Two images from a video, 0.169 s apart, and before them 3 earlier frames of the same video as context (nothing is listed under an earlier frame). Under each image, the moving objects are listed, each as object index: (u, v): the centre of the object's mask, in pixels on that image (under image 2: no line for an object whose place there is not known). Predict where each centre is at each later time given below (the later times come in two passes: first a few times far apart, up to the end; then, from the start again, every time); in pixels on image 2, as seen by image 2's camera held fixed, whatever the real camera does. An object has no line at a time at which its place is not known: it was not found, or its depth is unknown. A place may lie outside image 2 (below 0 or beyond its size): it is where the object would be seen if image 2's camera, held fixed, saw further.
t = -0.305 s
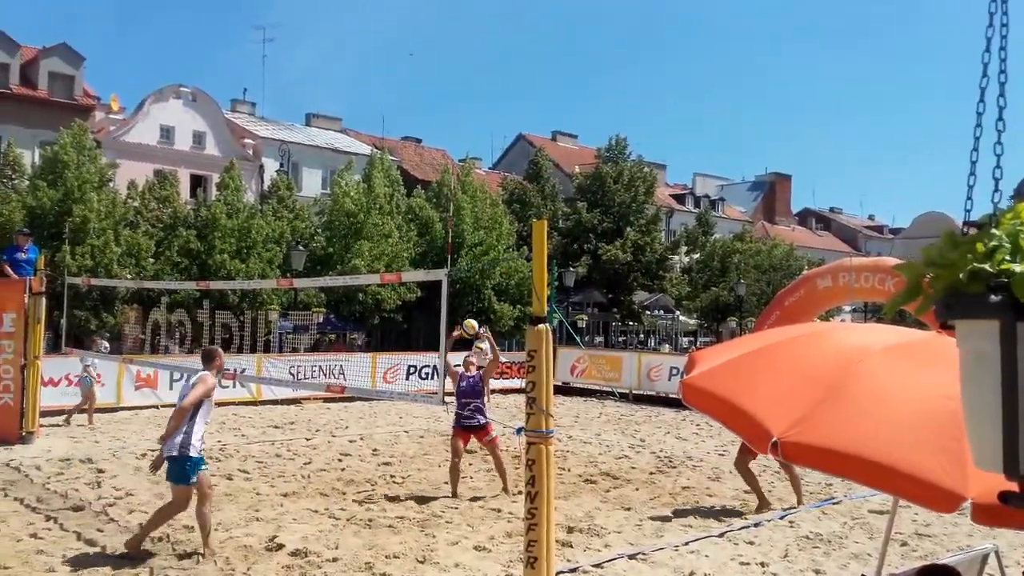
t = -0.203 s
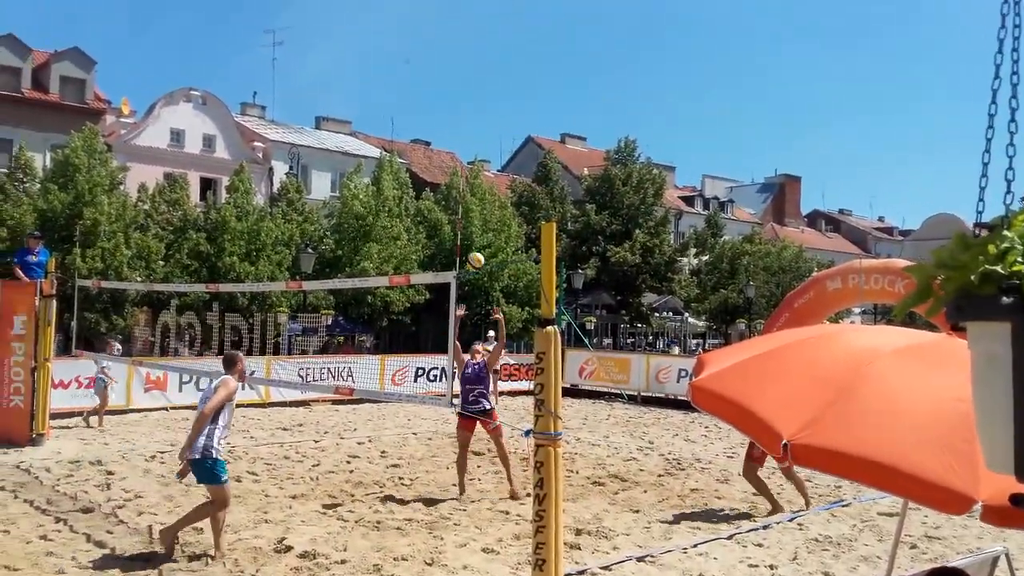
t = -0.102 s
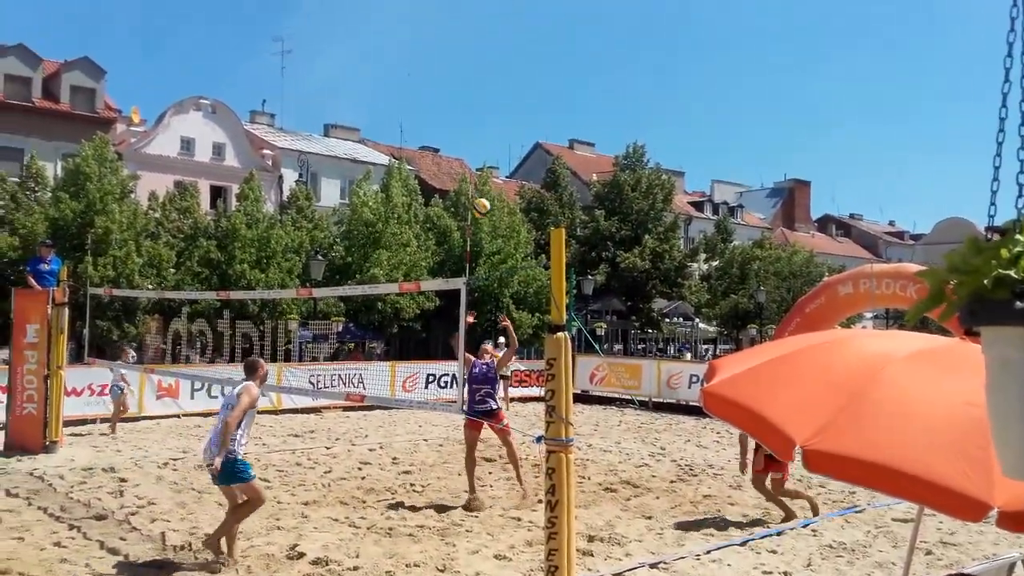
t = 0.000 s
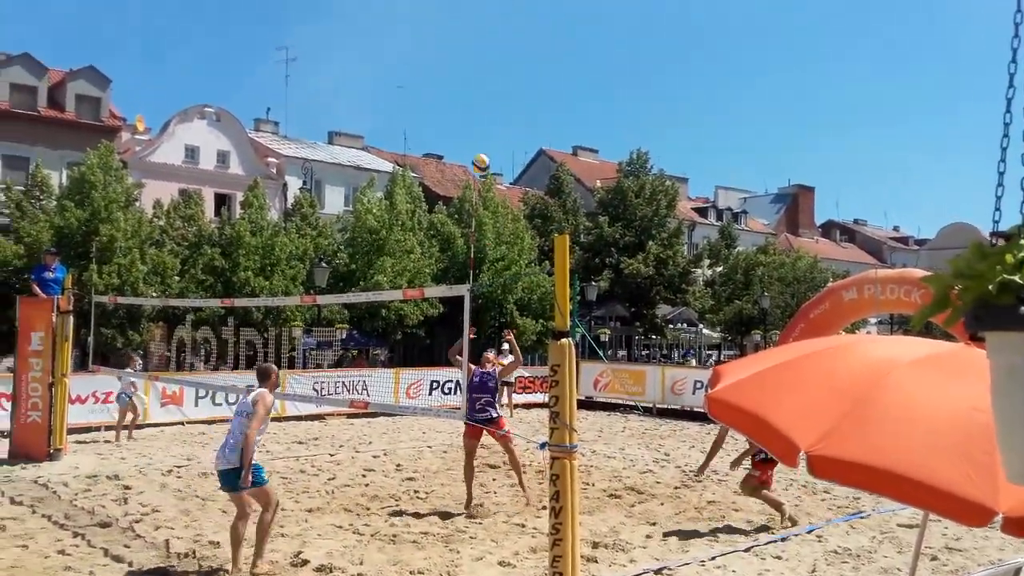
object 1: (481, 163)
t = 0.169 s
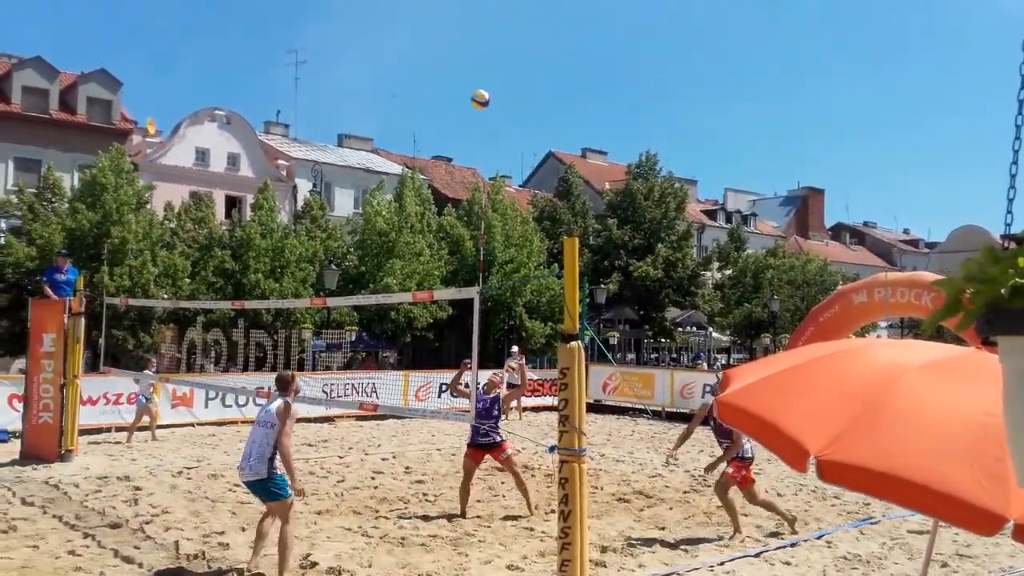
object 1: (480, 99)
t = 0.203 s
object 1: (480, 88)
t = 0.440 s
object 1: (463, 48)
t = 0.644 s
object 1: (449, 47)
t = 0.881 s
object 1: (432, 92)
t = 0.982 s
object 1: (427, 131)
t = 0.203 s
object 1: (480, 88)
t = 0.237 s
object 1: (479, 79)
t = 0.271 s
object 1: (476, 71)
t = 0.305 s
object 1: (470, 65)
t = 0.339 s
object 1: (466, 59)
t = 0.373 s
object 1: (465, 54)
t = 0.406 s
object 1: (465, 51)
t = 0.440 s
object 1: (463, 48)
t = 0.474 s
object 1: (460, 45)
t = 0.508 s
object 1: (457, 44)
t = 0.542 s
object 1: (453, 42)
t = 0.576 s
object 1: (451, 42)
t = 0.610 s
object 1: (450, 43)
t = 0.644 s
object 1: (449, 47)
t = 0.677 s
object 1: (447, 51)
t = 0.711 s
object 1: (445, 55)
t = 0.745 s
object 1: (442, 60)
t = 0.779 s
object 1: (441, 67)
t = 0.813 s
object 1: (439, 77)
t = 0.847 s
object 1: (436, 85)
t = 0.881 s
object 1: (432, 92)
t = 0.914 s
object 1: (429, 105)
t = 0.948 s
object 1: (428, 118)
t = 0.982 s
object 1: (427, 131)
